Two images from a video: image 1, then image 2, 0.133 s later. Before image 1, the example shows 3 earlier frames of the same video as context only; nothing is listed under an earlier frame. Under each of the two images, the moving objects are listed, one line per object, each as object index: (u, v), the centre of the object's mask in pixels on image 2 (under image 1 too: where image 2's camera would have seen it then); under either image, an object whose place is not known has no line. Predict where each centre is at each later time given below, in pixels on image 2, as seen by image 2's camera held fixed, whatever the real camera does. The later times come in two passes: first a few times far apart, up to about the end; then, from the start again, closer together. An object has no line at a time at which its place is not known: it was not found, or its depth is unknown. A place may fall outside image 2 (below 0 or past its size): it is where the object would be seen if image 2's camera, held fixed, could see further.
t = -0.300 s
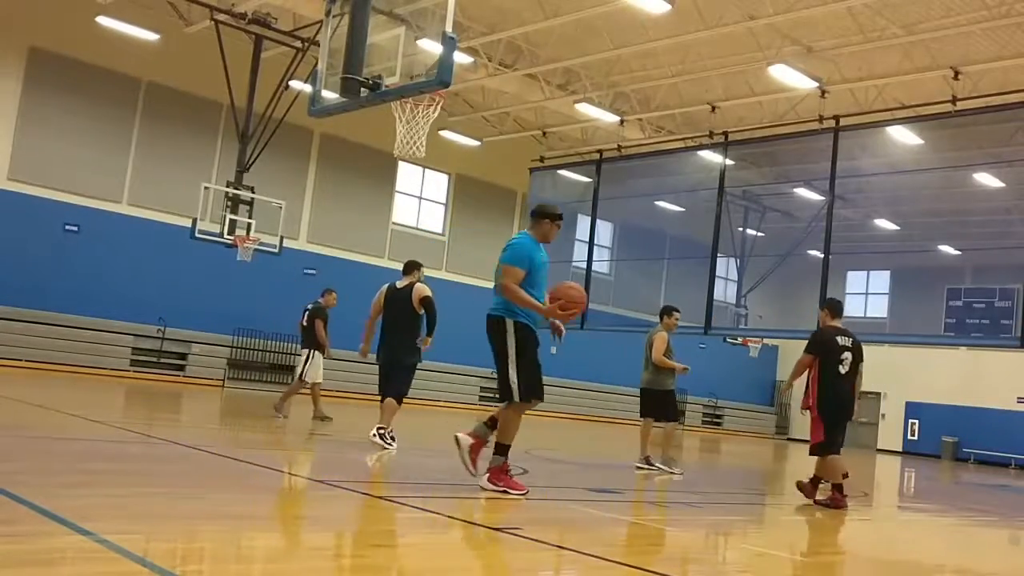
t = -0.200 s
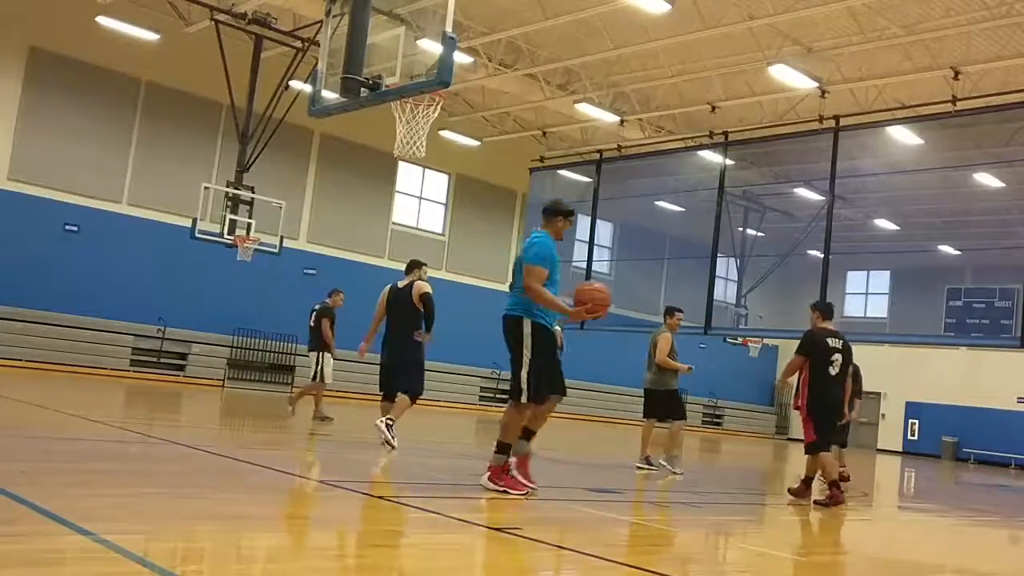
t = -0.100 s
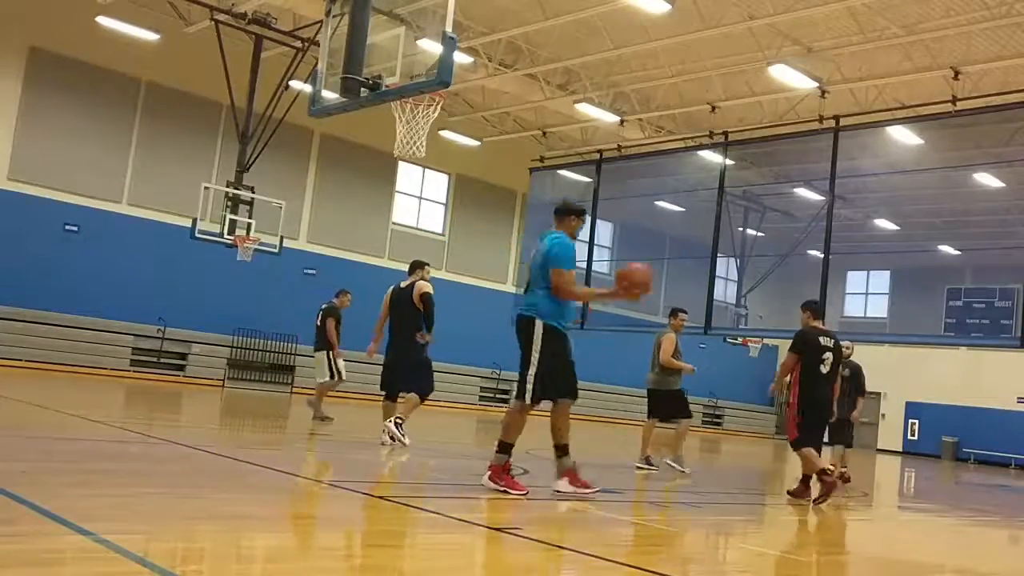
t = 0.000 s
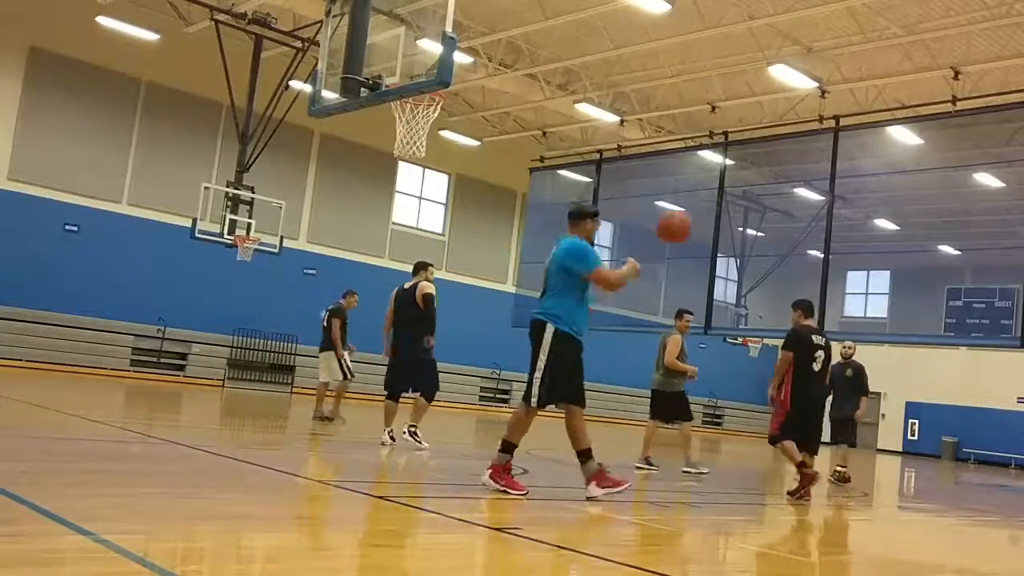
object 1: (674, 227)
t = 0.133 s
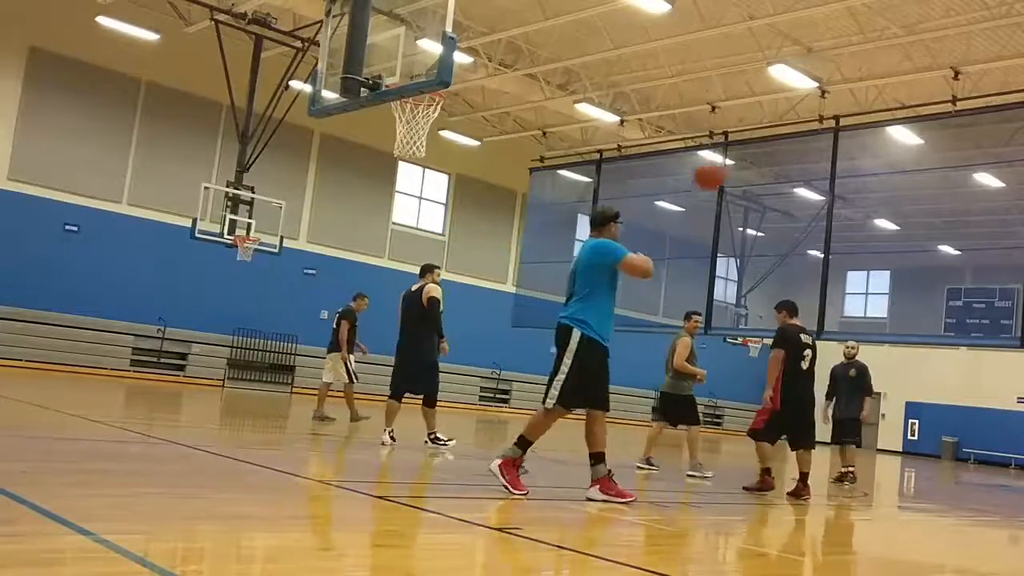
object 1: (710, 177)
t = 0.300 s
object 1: (746, 147)
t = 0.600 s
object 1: (790, 178)
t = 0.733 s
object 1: (804, 218)
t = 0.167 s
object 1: (718, 166)
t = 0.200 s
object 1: (726, 158)
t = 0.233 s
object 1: (733, 154)
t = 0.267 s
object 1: (740, 150)
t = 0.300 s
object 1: (746, 147)
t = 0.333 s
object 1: (751, 147)
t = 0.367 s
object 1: (756, 146)
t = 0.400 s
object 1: (761, 147)
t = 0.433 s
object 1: (767, 150)
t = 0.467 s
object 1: (772, 153)
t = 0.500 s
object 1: (777, 159)
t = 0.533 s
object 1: (781, 165)
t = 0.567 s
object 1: (786, 171)
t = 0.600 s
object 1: (790, 178)
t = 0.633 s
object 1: (793, 187)
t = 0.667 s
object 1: (797, 197)
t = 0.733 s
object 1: (804, 218)
